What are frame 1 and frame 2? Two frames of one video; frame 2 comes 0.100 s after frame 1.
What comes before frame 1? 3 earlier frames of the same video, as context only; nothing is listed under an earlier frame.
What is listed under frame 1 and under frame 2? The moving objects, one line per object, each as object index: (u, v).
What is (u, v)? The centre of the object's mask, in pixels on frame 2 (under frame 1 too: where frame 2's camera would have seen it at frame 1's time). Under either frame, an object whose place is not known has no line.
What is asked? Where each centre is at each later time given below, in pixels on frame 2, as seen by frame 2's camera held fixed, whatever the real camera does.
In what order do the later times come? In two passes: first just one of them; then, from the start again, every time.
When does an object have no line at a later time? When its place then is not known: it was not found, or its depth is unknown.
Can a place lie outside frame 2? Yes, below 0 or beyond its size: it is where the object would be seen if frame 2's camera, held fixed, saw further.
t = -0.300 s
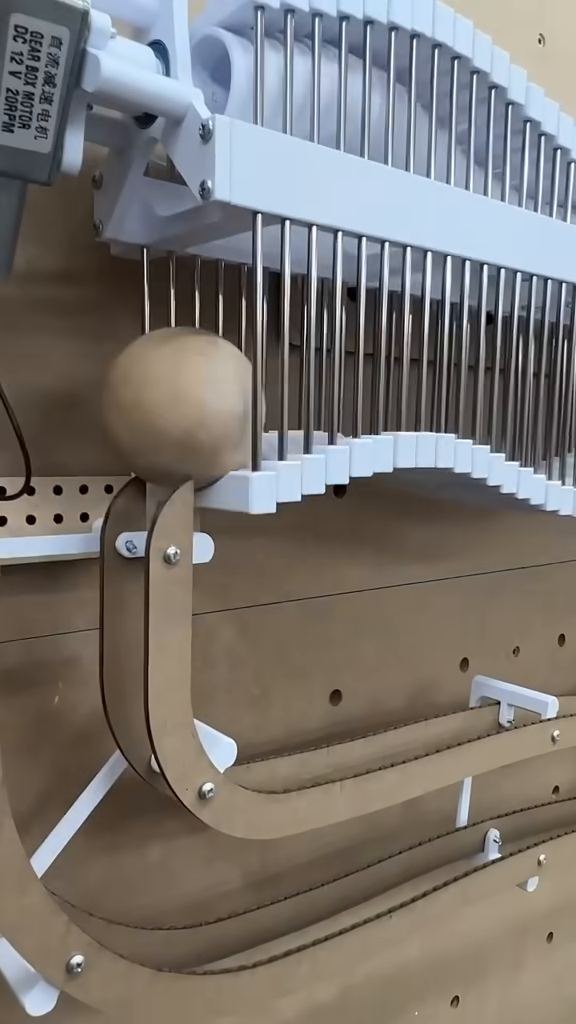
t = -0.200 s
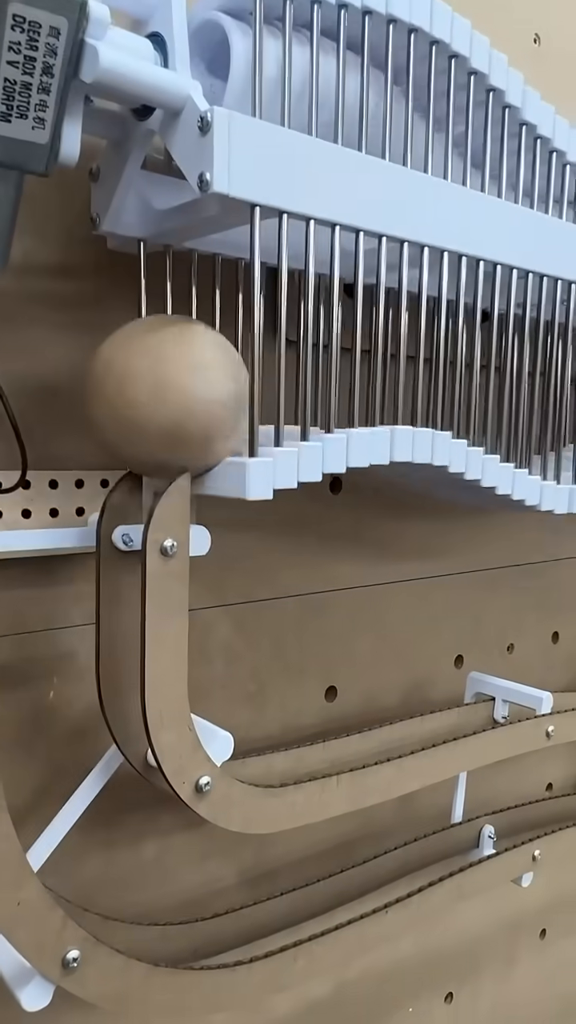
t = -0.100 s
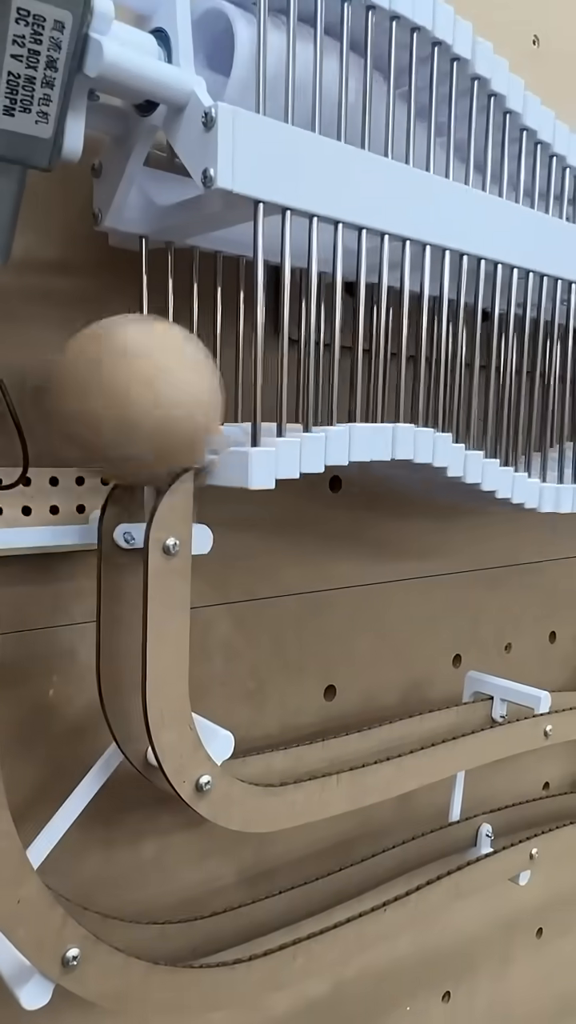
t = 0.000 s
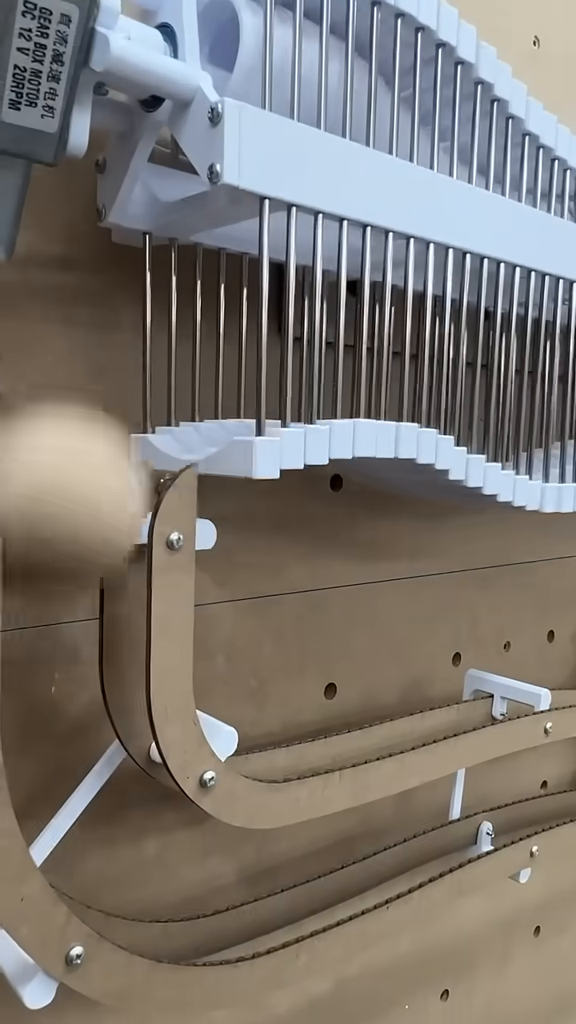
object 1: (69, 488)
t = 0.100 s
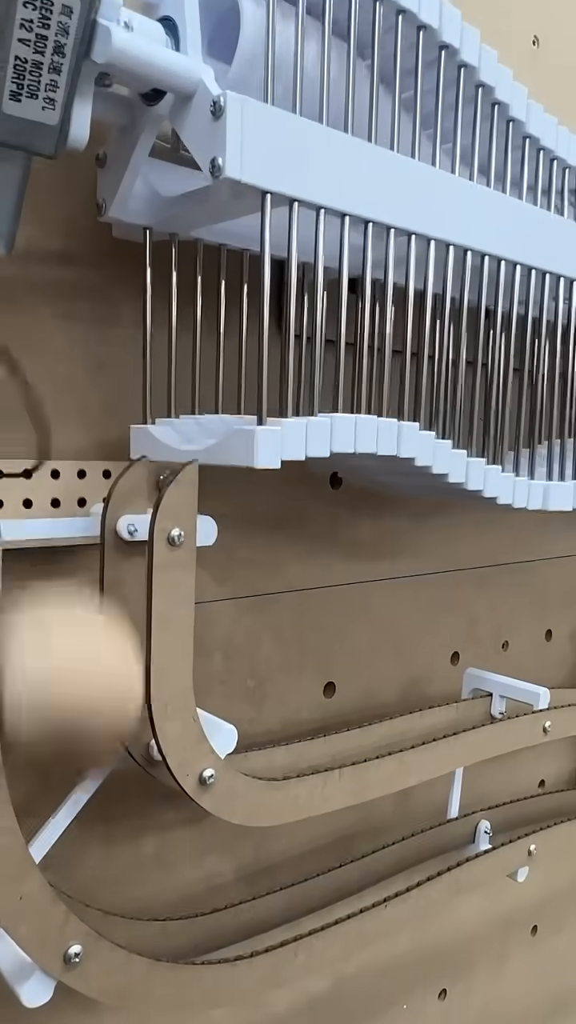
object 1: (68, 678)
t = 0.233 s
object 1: (216, 893)
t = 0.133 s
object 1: (77, 762)
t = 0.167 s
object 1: (114, 835)
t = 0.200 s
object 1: (149, 869)
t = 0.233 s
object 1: (216, 893)
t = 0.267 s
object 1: (273, 877)
